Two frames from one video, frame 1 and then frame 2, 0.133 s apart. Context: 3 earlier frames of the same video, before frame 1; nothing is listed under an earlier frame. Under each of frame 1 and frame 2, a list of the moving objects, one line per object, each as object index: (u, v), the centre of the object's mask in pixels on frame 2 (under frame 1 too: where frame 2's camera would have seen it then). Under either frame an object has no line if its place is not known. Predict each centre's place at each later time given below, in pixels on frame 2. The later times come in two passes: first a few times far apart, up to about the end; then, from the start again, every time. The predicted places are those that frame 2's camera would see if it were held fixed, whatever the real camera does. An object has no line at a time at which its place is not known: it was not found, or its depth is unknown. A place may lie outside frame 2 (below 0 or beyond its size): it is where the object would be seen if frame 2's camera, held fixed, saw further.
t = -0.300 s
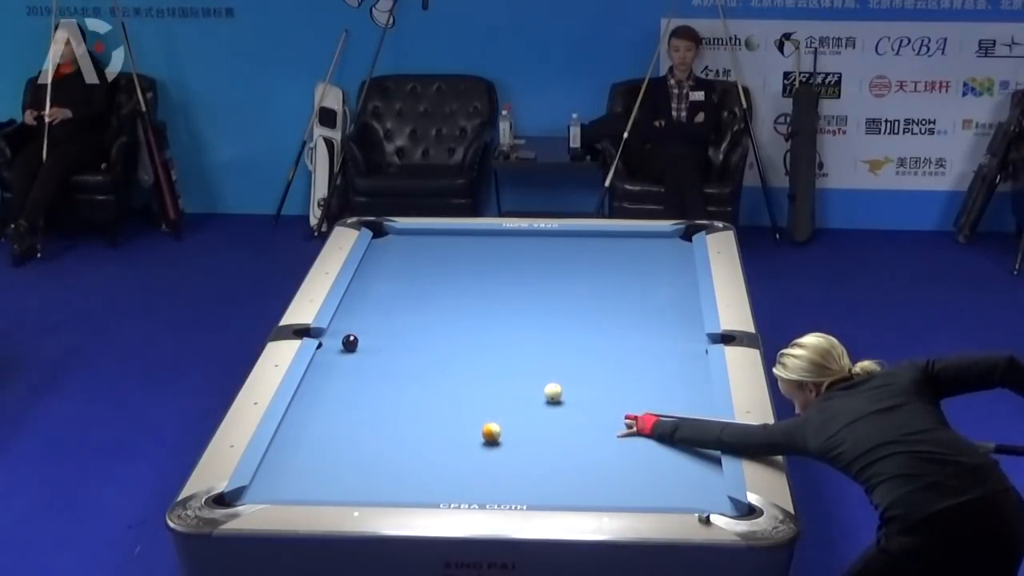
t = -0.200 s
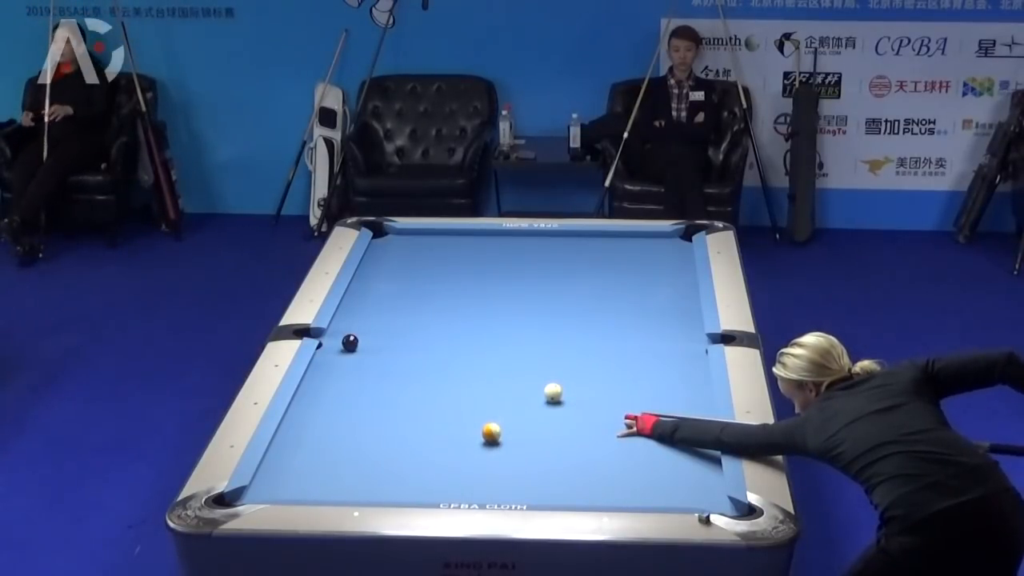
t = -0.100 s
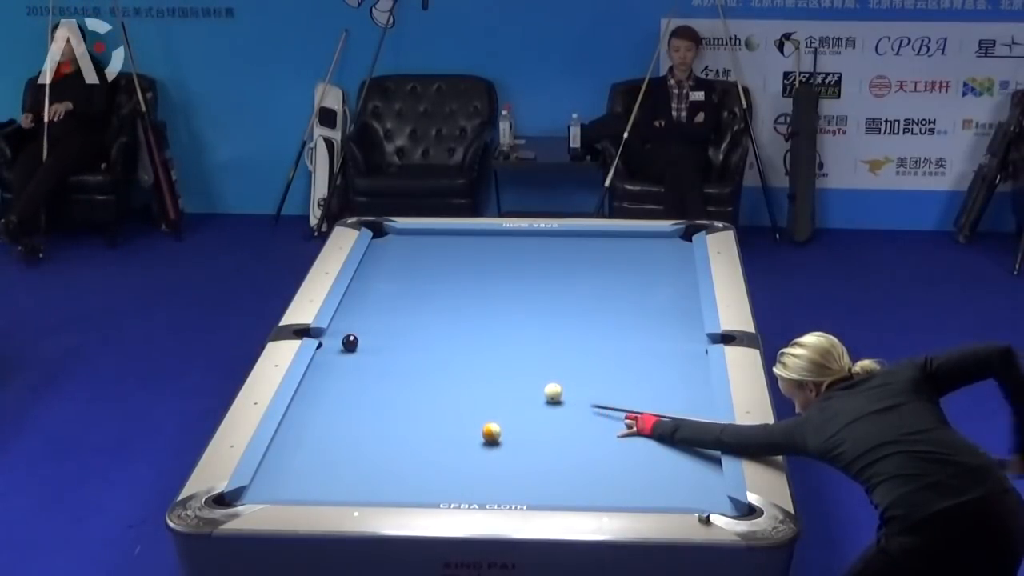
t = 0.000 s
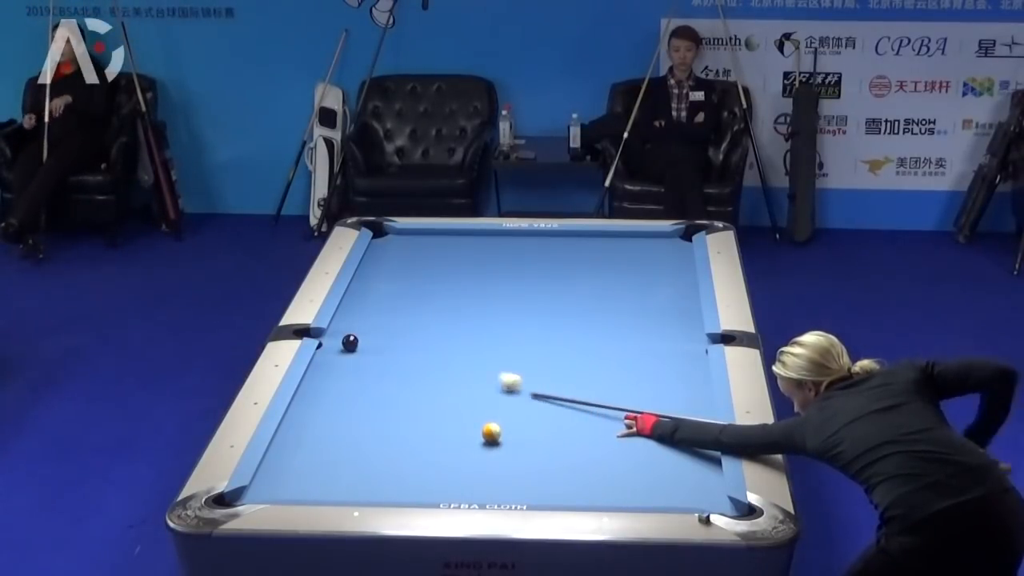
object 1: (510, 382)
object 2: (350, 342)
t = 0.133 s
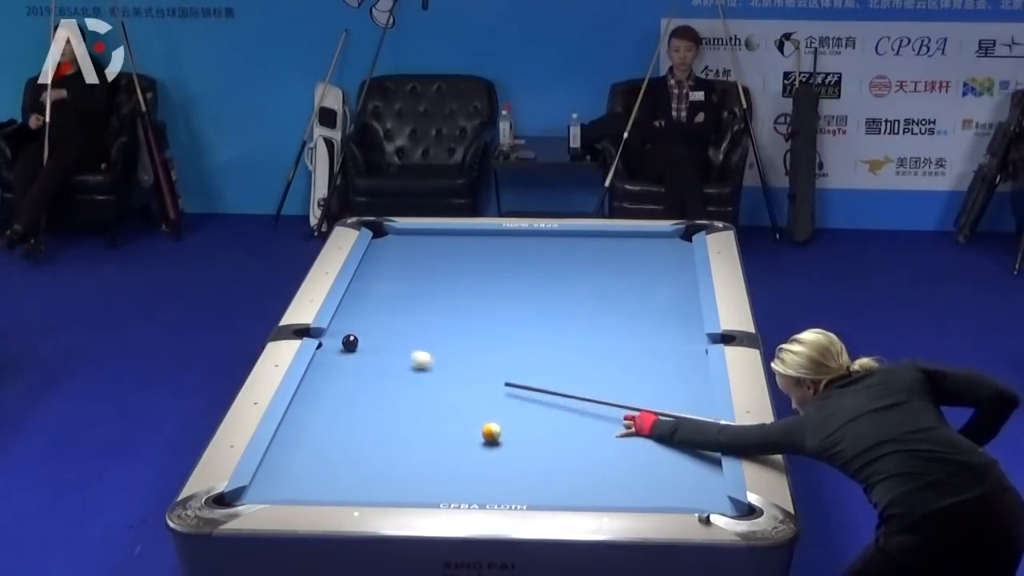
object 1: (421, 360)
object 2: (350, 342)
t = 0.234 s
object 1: (365, 346)
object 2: (349, 342)
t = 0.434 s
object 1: (368, 349)
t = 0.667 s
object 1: (379, 353)
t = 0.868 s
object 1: (388, 357)
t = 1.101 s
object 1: (397, 361)
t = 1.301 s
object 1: (405, 364)
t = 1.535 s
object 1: (413, 367)
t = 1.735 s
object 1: (419, 370)
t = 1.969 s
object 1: (426, 373)
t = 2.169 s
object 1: (431, 375)
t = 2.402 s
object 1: (436, 377)
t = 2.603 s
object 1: (440, 379)
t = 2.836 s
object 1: (443, 380)
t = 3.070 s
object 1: (446, 381)
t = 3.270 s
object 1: (448, 382)
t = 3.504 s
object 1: (448, 382)
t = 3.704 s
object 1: (449, 383)
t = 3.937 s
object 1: (449, 383)
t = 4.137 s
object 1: (449, 383)
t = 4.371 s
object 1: (449, 383)
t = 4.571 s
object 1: (449, 383)
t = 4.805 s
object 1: (449, 383)
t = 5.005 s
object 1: (449, 383)
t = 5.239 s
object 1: (449, 383)
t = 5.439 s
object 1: (449, 383)
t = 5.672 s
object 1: (449, 383)
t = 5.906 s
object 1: (449, 383)
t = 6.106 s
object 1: (449, 383)
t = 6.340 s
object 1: (449, 383)
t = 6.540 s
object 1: (449, 383)
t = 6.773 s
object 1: (449, 383)
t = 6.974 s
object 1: (449, 383)
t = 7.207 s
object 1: (449, 383)
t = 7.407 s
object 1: (449, 382)
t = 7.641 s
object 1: (449, 383)
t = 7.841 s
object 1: (449, 383)
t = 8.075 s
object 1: (449, 383)
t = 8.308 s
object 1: (449, 383)
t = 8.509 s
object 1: (449, 383)
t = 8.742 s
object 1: (449, 383)
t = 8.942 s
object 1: (449, 383)
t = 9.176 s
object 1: (449, 383)
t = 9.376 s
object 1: (449, 383)
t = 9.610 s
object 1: (449, 383)
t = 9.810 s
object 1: (449, 383)
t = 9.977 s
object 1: (449, 383)
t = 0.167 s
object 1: (402, 355)
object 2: (350, 342)
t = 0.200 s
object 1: (383, 351)
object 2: (350, 342)
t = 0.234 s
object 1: (365, 346)
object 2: (349, 342)
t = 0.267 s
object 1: (362, 346)
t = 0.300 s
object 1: (362, 347)
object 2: (320, 334)
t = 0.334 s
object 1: (363, 347)
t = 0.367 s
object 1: (364, 348)
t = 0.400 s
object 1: (366, 348)
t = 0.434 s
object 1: (368, 349)
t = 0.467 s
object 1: (369, 350)
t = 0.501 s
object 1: (371, 350)
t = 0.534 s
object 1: (372, 351)
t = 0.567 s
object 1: (374, 352)
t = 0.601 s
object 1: (376, 352)
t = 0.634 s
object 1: (377, 353)
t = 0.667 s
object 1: (379, 353)
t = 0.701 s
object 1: (380, 354)
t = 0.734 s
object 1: (382, 355)
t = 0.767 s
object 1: (383, 355)
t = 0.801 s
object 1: (385, 356)
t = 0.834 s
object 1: (386, 357)
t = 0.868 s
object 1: (388, 357)
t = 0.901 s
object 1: (389, 358)
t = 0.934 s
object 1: (391, 358)
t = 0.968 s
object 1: (392, 359)
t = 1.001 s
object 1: (393, 359)
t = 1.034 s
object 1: (394, 360)
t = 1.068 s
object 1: (396, 360)
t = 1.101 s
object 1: (397, 361)
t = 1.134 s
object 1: (398, 361)
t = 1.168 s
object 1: (400, 362)
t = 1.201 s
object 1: (401, 363)
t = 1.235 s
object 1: (402, 363)
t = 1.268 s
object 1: (404, 363)
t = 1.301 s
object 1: (405, 364)
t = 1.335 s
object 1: (406, 364)
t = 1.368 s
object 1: (407, 365)
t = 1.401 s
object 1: (408, 365)
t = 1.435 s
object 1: (410, 366)
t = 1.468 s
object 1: (411, 367)
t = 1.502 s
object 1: (412, 367)
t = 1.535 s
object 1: (413, 367)
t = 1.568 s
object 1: (414, 368)
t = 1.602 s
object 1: (415, 368)
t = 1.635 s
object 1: (416, 369)
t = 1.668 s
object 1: (417, 369)
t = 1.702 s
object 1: (418, 370)
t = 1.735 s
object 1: (419, 370)
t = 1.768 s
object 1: (420, 371)
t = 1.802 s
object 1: (421, 371)
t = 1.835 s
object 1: (422, 371)
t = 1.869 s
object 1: (423, 372)
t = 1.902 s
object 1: (424, 372)
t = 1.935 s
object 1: (425, 373)
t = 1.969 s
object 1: (426, 373)
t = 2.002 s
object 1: (427, 373)
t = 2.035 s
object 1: (428, 374)
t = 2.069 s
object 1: (429, 374)
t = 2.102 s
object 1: (430, 374)
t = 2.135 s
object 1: (430, 375)
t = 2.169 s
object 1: (431, 375)
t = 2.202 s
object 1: (431, 375)
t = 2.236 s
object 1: (432, 376)
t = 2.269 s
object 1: (433, 376)
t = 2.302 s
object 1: (434, 376)
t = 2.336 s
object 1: (435, 377)
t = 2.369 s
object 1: (436, 377)
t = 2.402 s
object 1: (436, 377)
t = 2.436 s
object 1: (437, 377)
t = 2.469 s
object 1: (438, 378)
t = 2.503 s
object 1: (438, 378)
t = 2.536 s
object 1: (439, 379)
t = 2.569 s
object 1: (439, 379)
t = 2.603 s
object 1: (440, 379)
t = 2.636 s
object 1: (440, 379)
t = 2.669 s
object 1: (441, 379)
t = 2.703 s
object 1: (441, 379)
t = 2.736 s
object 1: (442, 380)
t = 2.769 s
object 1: (443, 380)
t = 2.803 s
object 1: (443, 380)
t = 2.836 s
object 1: (443, 380)
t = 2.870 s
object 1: (444, 380)
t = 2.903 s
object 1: (444, 381)
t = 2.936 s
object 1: (445, 381)
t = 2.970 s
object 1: (445, 381)
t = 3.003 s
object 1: (445, 381)
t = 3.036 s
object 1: (446, 381)
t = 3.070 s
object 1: (446, 381)
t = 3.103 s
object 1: (446, 381)
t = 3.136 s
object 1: (447, 381)
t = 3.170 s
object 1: (447, 382)
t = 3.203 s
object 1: (447, 382)
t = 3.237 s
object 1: (447, 382)
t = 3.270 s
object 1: (448, 382)
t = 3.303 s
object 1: (448, 382)
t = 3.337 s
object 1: (448, 382)
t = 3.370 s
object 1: (448, 382)
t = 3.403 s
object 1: (448, 382)
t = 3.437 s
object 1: (448, 382)
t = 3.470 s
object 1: (448, 382)
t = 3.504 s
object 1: (448, 382)
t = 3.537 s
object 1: (449, 383)
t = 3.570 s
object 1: (449, 382)
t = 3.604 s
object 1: (449, 383)
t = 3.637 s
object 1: (449, 383)
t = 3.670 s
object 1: (449, 383)
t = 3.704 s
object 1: (449, 383)
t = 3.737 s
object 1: (449, 383)
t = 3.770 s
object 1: (449, 383)
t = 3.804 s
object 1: (449, 383)
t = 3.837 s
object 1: (449, 383)
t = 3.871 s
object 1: (449, 383)
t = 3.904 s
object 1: (449, 383)
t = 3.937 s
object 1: (449, 383)
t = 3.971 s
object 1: (449, 383)
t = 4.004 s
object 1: (449, 383)
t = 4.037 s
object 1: (449, 383)
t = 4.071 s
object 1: (449, 383)
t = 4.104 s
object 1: (449, 383)
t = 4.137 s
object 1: (449, 383)
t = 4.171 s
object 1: (449, 383)
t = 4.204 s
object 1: (449, 383)
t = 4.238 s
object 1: (449, 383)
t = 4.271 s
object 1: (449, 383)
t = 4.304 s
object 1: (449, 382)
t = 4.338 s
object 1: (449, 383)
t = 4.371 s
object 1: (449, 383)
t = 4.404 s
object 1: (449, 383)
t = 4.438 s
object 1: (449, 383)
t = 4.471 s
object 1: (449, 383)
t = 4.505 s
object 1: (449, 383)
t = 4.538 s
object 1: (449, 383)
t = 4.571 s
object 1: (449, 383)
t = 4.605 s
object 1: (449, 383)
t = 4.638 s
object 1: (449, 383)
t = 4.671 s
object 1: (449, 383)
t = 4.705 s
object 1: (449, 383)
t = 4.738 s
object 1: (449, 383)
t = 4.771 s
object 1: (449, 383)
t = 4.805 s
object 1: (449, 383)
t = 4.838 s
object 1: (449, 383)
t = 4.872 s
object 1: (449, 383)
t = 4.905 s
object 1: (449, 383)
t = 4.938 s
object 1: (449, 383)
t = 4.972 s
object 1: (449, 383)
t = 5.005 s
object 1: (449, 383)
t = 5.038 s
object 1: (449, 383)
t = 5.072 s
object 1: (449, 383)
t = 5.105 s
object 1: (449, 383)
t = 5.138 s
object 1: (449, 383)
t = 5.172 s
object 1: (449, 383)
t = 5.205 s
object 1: (449, 383)
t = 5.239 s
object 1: (449, 383)
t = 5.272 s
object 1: (449, 383)
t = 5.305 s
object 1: (449, 383)
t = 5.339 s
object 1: (449, 383)
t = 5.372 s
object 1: (449, 383)
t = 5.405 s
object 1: (449, 383)
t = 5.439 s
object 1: (449, 383)
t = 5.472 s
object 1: (449, 383)
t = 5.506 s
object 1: (449, 383)
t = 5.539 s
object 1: (449, 383)
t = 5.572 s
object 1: (449, 383)
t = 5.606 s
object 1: (449, 383)
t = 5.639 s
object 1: (449, 383)
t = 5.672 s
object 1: (449, 383)
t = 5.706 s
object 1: (449, 383)
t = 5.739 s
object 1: (449, 383)
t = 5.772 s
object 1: (449, 383)
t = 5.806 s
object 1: (449, 383)
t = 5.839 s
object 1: (449, 383)
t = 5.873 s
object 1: (449, 383)
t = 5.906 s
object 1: (449, 383)
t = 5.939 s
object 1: (449, 383)
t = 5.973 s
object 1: (449, 383)
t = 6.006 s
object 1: (449, 383)
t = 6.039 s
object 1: (449, 383)
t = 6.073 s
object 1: (449, 383)
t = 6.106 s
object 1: (449, 383)
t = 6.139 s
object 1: (449, 383)
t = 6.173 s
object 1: (449, 383)
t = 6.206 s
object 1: (449, 383)
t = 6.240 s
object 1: (449, 383)
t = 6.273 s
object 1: (449, 383)
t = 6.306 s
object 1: (449, 383)
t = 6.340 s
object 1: (449, 383)
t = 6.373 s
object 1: (449, 383)
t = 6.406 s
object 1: (449, 383)
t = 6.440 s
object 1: (449, 383)
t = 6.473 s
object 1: (449, 383)
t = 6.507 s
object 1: (449, 383)
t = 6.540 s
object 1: (449, 383)
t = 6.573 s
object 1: (449, 383)
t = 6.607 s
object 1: (449, 383)
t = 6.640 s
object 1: (449, 383)
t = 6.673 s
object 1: (449, 383)
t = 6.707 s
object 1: (449, 383)
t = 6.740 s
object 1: (449, 383)
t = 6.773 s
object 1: (449, 383)
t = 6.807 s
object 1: (449, 382)
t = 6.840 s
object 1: (449, 382)
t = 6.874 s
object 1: (449, 382)
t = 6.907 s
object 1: (449, 383)
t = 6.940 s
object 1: (449, 383)
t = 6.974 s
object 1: (449, 383)
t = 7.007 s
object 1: (449, 383)
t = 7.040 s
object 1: (449, 382)
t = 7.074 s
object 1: (449, 383)
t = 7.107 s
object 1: (449, 383)
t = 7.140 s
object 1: (449, 383)
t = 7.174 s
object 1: (449, 383)
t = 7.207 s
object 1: (449, 383)
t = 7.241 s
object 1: (449, 383)
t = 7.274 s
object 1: (449, 383)
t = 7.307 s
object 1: (449, 383)
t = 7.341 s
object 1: (449, 383)
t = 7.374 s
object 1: (449, 383)
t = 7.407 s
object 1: (449, 382)
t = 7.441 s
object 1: (449, 383)
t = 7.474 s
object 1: (449, 383)
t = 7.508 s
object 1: (449, 383)
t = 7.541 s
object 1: (449, 383)
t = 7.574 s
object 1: (449, 383)
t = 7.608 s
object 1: (449, 383)
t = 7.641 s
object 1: (449, 383)
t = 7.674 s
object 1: (449, 383)
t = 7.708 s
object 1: (449, 383)
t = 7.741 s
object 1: (449, 383)
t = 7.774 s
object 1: (449, 383)
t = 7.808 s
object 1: (449, 383)
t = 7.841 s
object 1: (449, 383)
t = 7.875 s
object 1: (449, 383)
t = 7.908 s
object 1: (449, 383)
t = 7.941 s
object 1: (449, 383)
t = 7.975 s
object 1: (449, 383)
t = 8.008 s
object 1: (449, 383)
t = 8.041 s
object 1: (449, 383)
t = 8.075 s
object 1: (449, 383)
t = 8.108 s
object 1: (449, 383)
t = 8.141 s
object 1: (449, 383)
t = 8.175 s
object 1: (449, 383)
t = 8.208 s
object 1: (449, 383)
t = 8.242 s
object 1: (449, 383)
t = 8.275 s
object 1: (449, 383)
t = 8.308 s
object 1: (449, 383)
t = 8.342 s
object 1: (449, 383)
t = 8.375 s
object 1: (449, 383)
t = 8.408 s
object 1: (449, 383)
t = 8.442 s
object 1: (449, 383)
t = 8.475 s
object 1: (449, 383)
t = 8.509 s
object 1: (449, 383)
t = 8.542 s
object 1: (449, 383)
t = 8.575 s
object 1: (449, 383)
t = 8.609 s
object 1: (449, 383)
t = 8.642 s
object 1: (449, 383)
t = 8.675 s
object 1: (449, 383)
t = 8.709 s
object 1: (449, 383)
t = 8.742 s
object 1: (449, 383)
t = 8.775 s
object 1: (449, 383)
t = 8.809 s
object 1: (449, 383)
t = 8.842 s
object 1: (449, 383)
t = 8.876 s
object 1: (449, 383)
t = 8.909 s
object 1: (449, 383)
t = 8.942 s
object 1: (449, 383)
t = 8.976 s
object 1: (449, 383)
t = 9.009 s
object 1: (449, 383)
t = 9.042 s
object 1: (449, 383)
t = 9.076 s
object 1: (449, 383)
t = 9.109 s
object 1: (449, 383)
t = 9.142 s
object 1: (449, 383)
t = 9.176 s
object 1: (449, 383)
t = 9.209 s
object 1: (449, 383)
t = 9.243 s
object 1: (449, 383)
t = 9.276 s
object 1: (449, 383)
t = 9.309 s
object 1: (449, 383)
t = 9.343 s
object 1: (449, 383)
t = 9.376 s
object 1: (449, 383)
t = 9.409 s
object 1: (449, 383)
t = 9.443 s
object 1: (449, 383)
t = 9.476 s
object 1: (449, 383)
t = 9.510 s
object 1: (449, 383)
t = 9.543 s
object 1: (449, 383)
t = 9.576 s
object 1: (449, 383)
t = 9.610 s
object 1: (449, 383)
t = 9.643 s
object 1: (449, 383)
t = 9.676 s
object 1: (449, 383)
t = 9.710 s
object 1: (449, 383)
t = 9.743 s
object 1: (449, 383)
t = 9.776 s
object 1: (449, 383)
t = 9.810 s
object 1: (449, 383)
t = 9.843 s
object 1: (449, 383)
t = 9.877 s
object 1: (449, 383)
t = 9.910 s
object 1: (449, 383)
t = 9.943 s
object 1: (449, 383)
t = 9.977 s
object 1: (449, 383)
